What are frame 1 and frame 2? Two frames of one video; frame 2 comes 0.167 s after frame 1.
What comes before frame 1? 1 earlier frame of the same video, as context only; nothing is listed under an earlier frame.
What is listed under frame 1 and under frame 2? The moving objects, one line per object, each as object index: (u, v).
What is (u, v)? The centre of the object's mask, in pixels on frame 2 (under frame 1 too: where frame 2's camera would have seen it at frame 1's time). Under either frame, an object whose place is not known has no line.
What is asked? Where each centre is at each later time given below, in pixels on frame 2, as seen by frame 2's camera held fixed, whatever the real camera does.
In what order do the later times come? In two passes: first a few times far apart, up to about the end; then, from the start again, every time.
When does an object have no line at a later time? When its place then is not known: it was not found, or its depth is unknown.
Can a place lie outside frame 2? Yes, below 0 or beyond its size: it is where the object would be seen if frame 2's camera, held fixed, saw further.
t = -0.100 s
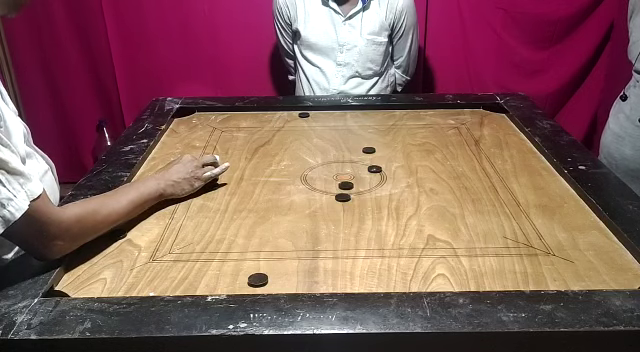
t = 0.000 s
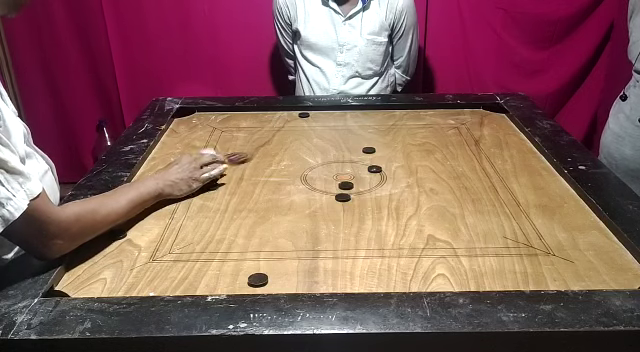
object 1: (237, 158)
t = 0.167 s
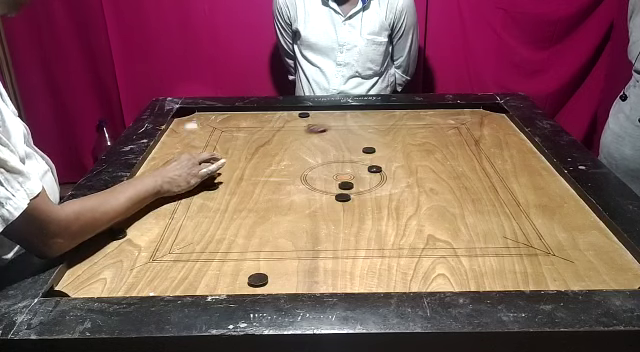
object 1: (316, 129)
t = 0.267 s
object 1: (353, 114)
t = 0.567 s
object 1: (434, 139)
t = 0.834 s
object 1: (485, 154)
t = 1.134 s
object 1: (498, 159)
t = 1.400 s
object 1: (498, 159)
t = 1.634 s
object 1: (499, 159)
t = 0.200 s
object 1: (329, 123)
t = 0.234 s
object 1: (342, 118)
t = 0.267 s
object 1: (353, 114)
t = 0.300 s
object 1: (362, 116)
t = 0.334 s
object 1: (372, 119)
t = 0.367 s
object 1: (381, 122)
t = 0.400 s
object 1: (390, 125)
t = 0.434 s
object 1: (399, 128)
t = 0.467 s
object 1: (408, 131)
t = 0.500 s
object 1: (417, 133)
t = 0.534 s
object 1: (426, 136)
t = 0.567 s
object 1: (434, 139)
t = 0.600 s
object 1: (442, 141)
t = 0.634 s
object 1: (449, 143)
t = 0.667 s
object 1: (456, 145)
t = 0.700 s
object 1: (463, 148)
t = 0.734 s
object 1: (469, 150)
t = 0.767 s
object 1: (475, 151)
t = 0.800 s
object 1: (480, 152)
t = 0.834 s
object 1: (485, 154)
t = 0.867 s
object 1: (488, 155)
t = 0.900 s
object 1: (491, 156)
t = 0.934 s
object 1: (494, 157)
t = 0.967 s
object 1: (496, 158)
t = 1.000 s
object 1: (497, 158)
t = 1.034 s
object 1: (498, 159)
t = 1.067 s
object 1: (498, 159)
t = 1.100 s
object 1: (498, 159)
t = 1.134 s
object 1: (498, 159)
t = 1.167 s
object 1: (498, 159)
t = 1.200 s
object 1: (499, 159)
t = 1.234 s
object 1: (499, 159)
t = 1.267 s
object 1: (498, 159)
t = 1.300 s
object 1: (498, 159)
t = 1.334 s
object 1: (498, 159)
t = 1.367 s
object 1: (499, 159)
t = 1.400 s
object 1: (498, 159)
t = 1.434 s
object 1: (498, 159)
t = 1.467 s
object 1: (498, 159)
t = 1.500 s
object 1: (498, 159)
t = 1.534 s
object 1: (499, 159)
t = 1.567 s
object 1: (498, 159)
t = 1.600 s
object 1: (498, 159)
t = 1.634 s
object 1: (499, 159)
